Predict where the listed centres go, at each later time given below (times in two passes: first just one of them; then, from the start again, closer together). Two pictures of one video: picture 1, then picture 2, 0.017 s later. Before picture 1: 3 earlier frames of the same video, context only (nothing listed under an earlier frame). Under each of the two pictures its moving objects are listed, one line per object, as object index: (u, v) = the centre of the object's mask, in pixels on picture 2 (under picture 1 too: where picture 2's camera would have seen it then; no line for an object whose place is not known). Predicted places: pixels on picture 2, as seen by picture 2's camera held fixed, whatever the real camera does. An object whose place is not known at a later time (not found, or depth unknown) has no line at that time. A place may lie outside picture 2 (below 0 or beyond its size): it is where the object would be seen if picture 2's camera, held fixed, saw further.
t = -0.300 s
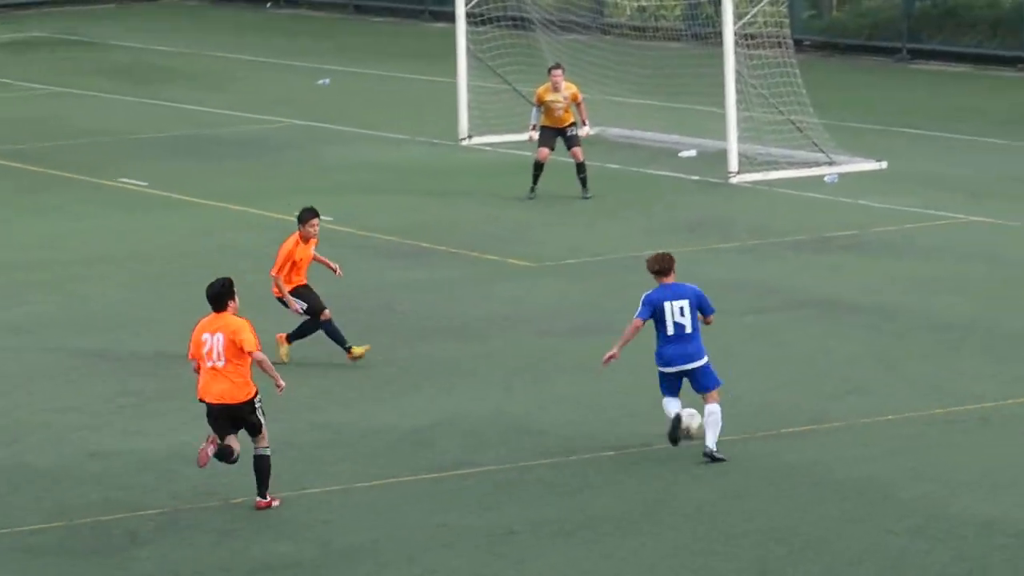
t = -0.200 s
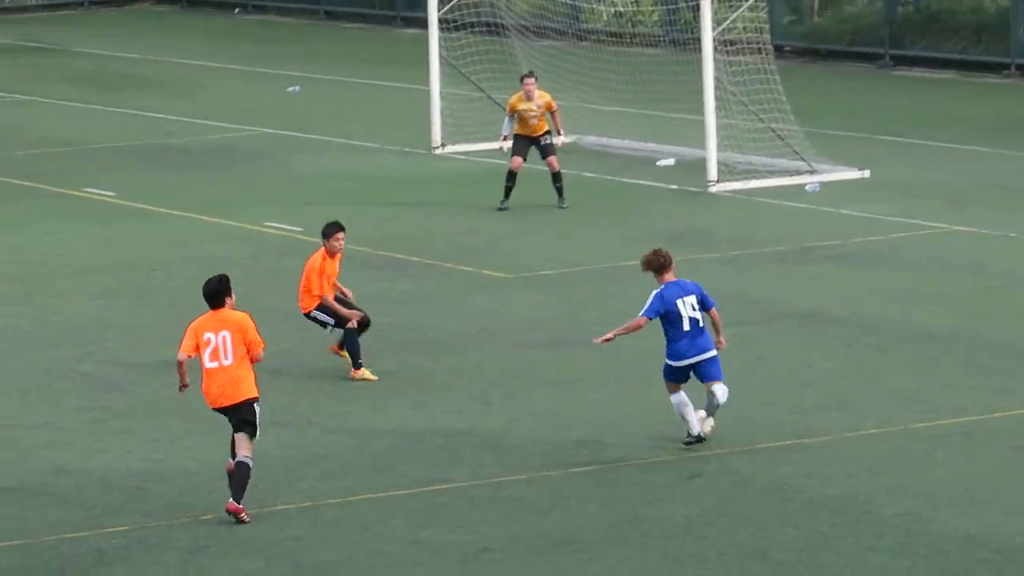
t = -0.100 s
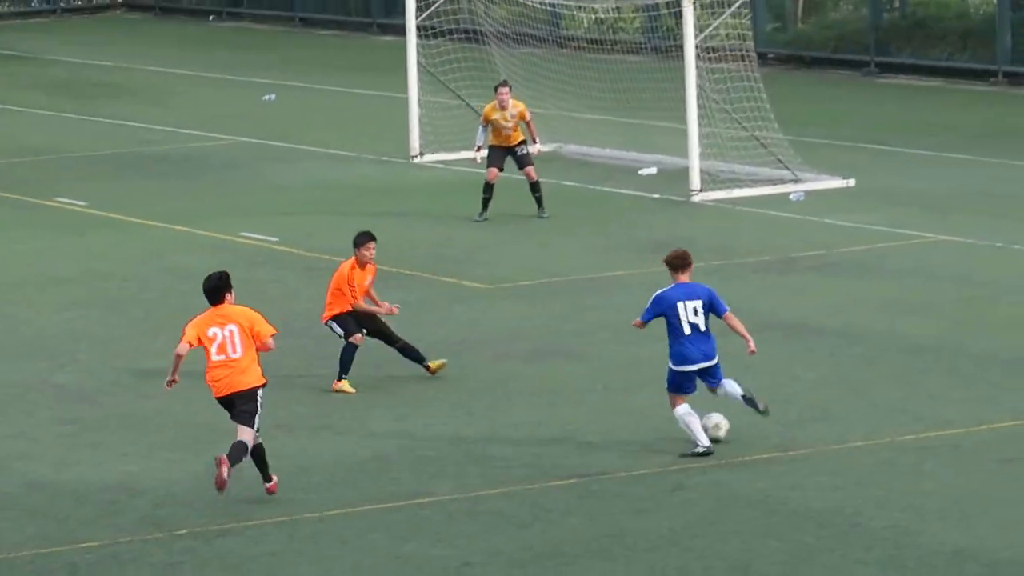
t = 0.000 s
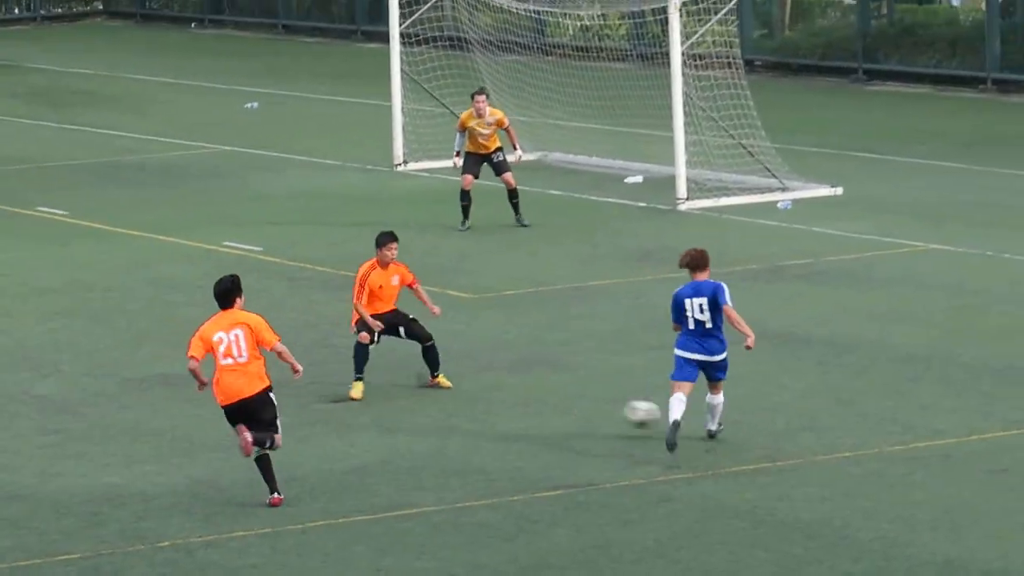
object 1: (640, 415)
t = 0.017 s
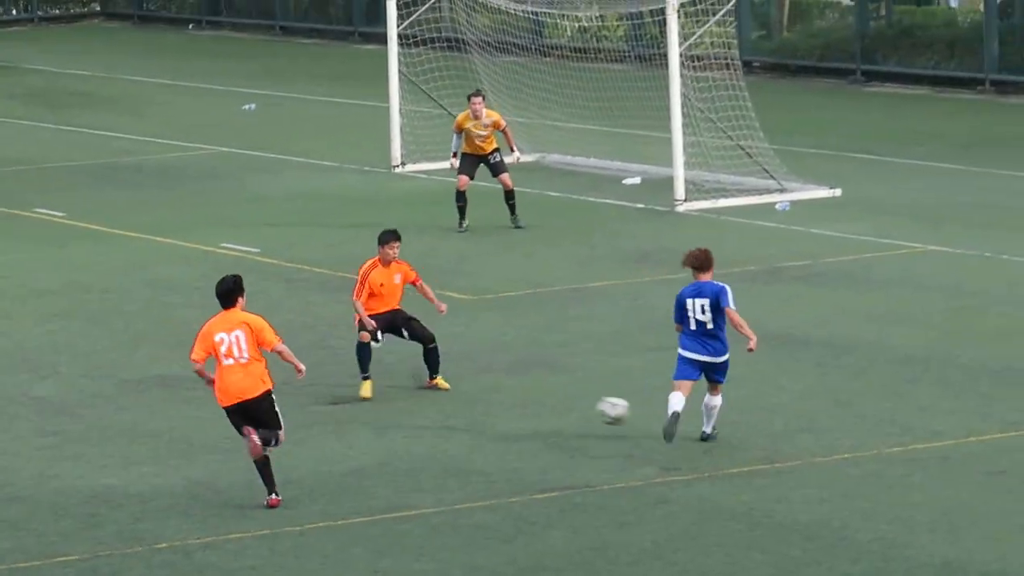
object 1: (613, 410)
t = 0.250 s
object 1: (260, 380)
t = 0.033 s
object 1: (587, 405)
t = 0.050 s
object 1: (561, 401)
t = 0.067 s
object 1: (534, 396)
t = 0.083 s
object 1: (509, 393)
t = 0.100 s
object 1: (483, 390)
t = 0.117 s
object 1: (459, 387)
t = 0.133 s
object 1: (432, 385)
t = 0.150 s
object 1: (410, 383)
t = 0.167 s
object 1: (386, 381)
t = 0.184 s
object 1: (361, 380)
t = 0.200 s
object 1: (338, 379)
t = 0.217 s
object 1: (322, 377)
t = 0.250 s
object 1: (260, 380)
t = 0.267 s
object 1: (246, 378)
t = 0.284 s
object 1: (223, 379)
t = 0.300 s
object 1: (201, 380)
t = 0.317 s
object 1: (180, 381)
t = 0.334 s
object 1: (160, 378)
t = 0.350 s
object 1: (141, 375)
